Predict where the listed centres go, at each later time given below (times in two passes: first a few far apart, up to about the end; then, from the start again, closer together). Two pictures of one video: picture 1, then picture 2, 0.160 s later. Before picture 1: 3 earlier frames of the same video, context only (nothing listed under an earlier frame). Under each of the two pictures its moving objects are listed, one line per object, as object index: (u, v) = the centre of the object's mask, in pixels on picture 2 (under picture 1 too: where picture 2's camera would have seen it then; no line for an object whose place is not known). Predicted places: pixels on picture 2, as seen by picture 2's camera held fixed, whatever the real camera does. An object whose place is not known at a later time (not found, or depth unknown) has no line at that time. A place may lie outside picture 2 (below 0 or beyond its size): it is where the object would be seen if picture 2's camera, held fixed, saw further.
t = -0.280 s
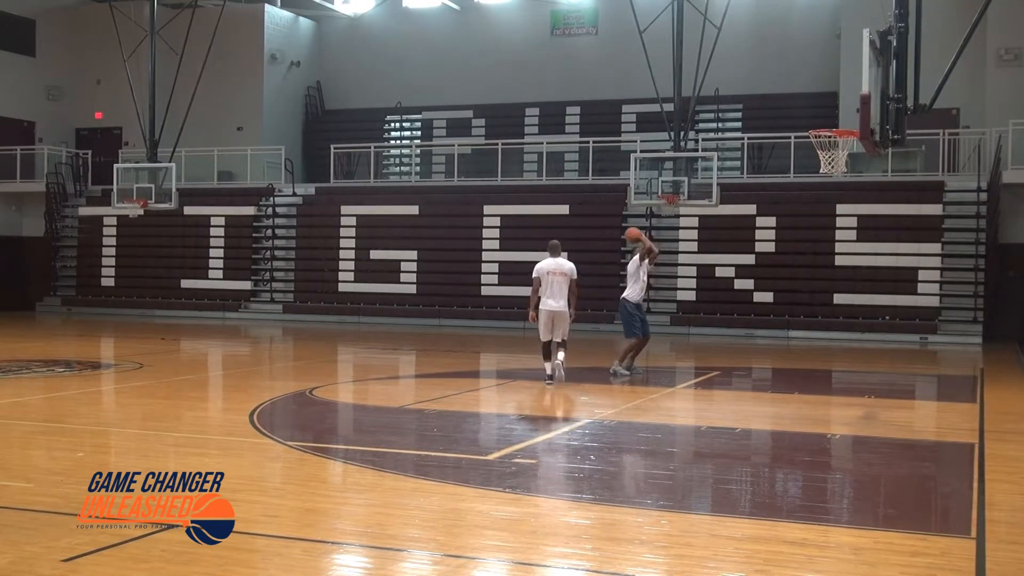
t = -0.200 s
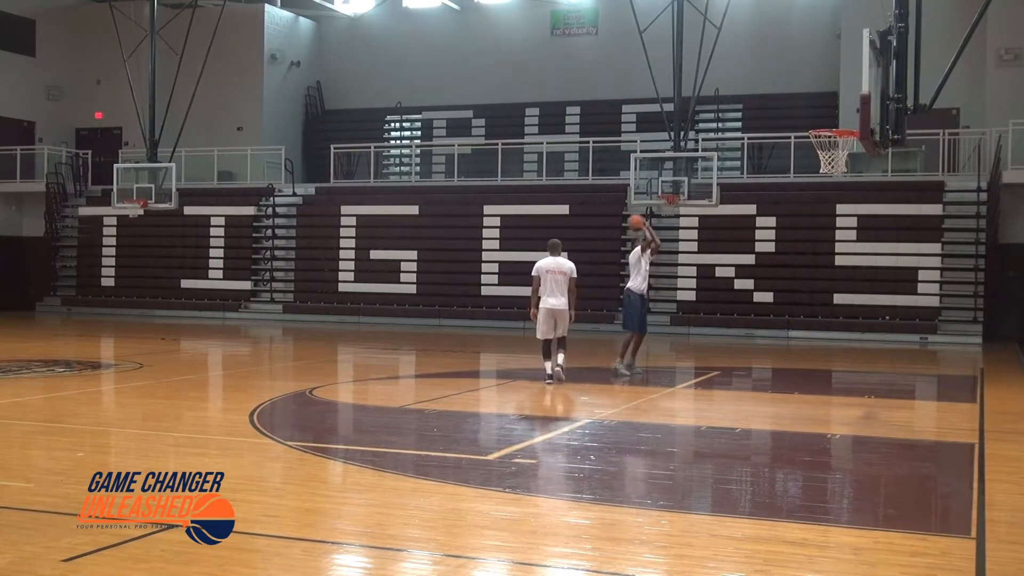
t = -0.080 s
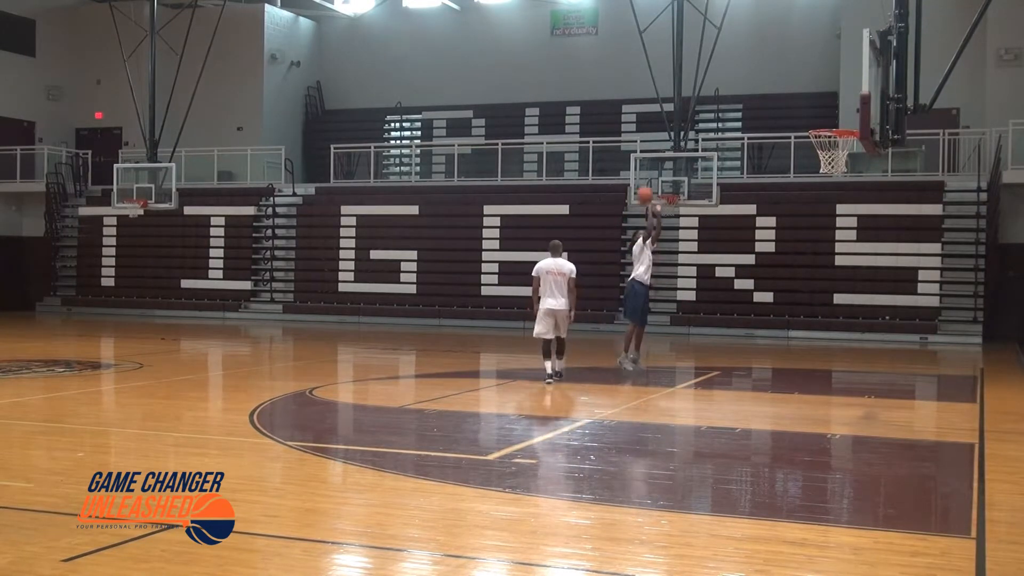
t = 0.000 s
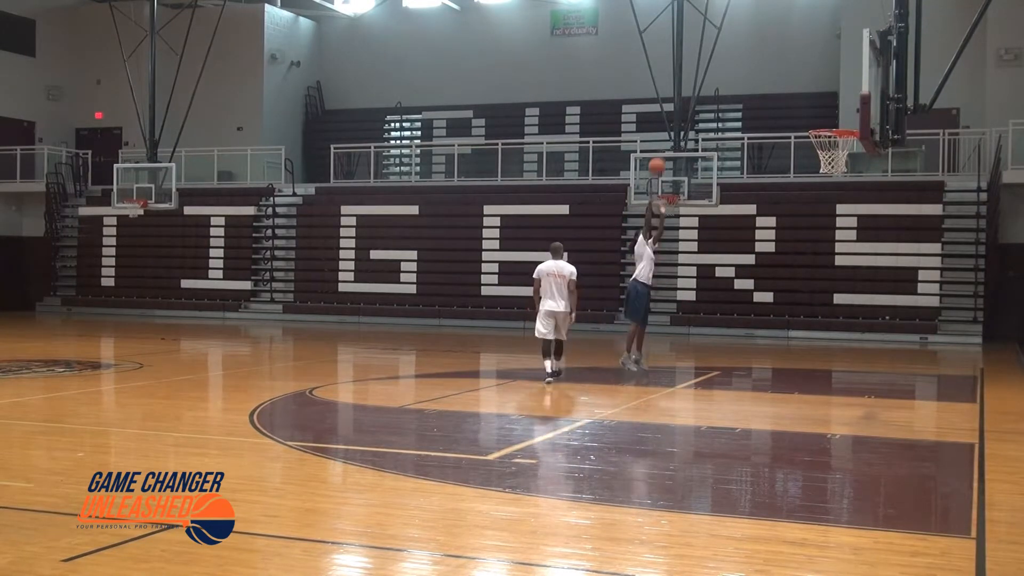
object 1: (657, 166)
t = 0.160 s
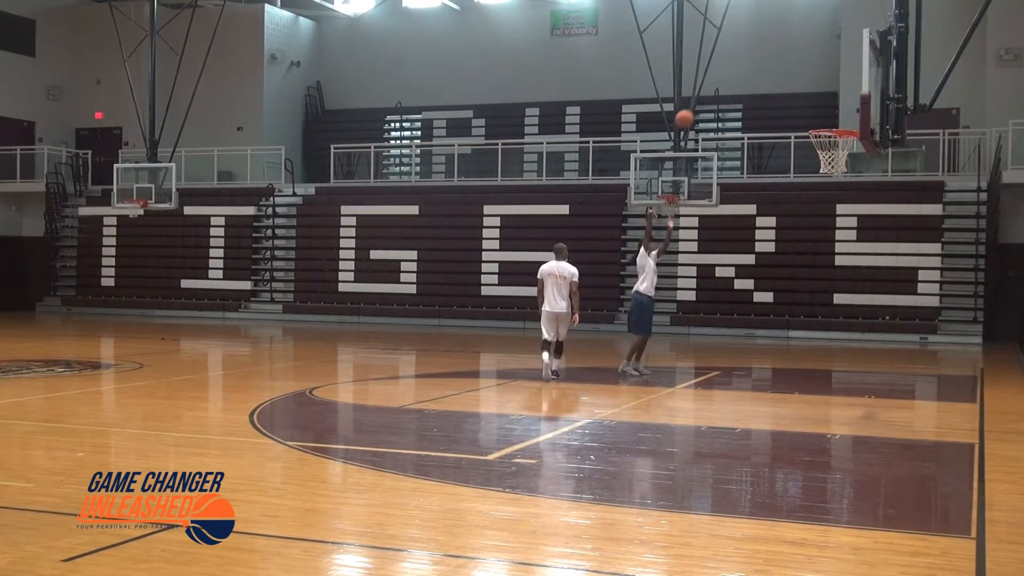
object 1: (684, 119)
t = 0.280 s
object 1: (706, 93)
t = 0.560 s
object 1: (762, 71)
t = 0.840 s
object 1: (826, 115)
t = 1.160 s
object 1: (803, 222)
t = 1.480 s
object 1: (764, 388)
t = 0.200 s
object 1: (691, 109)
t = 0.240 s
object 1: (698, 101)
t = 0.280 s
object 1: (706, 93)
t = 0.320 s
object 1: (714, 86)
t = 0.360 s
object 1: (722, 81)
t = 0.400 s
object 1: (730, 76)
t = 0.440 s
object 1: (737, 73)
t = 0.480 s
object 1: (746, 71)
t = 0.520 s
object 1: (754, 70)
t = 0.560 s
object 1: (762, 71)
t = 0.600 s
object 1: (771, 73)
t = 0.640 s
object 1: (780, 76)
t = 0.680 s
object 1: (789, 81)
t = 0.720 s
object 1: (798, 88)
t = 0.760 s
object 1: (807, 95)
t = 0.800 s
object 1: (816, 104)
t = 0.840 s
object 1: (826, 115)
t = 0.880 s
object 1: (835, 123)
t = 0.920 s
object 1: (837, 143)
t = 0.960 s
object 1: (830, 157)
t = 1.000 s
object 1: (824, 169)
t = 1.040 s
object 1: (819, 180)
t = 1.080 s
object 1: (813, 193)
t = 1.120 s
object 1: (809, 206)
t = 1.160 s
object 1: (803, 222)
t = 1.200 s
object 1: (798, 239)
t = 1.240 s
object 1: (794, 257)
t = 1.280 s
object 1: (789, 276)
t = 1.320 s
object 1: (784, 295)
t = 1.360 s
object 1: (779, 317)
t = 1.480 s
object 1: (764, 388)
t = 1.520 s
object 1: (761, 384)
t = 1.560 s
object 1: (758, 366)
